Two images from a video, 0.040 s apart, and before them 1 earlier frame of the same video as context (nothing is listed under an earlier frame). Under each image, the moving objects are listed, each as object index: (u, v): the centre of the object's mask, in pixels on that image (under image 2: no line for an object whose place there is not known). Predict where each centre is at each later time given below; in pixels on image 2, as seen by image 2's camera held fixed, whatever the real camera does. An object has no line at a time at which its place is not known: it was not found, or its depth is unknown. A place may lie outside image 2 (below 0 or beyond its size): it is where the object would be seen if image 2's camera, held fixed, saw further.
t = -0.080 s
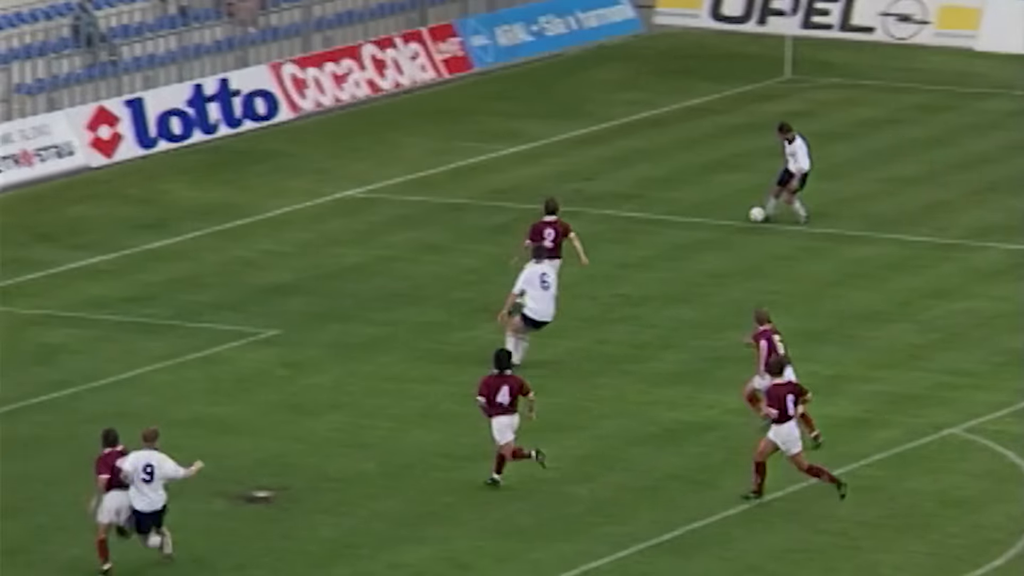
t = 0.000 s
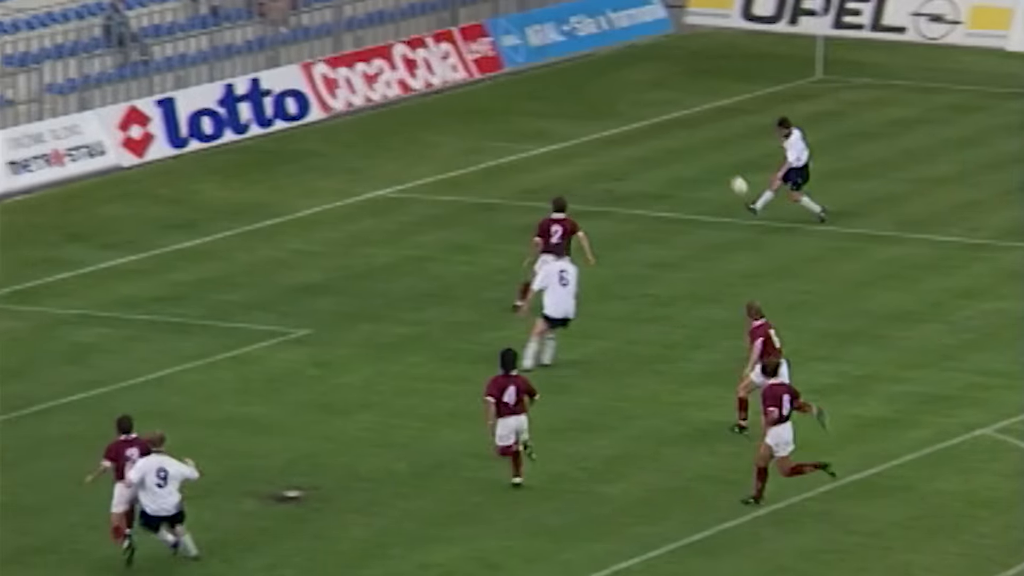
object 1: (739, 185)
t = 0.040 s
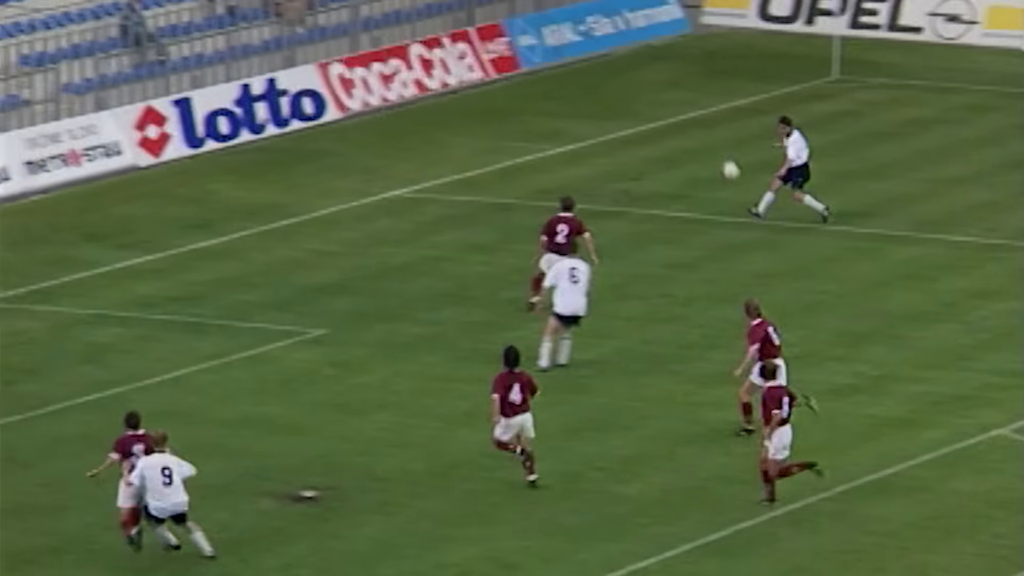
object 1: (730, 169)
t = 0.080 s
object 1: (705, 155)
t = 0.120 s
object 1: (682, 141)
